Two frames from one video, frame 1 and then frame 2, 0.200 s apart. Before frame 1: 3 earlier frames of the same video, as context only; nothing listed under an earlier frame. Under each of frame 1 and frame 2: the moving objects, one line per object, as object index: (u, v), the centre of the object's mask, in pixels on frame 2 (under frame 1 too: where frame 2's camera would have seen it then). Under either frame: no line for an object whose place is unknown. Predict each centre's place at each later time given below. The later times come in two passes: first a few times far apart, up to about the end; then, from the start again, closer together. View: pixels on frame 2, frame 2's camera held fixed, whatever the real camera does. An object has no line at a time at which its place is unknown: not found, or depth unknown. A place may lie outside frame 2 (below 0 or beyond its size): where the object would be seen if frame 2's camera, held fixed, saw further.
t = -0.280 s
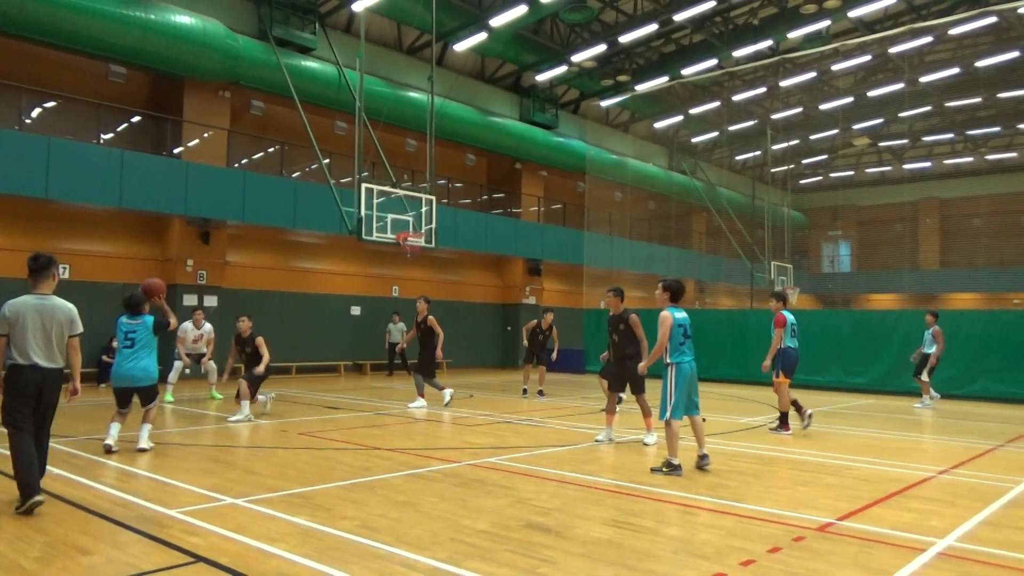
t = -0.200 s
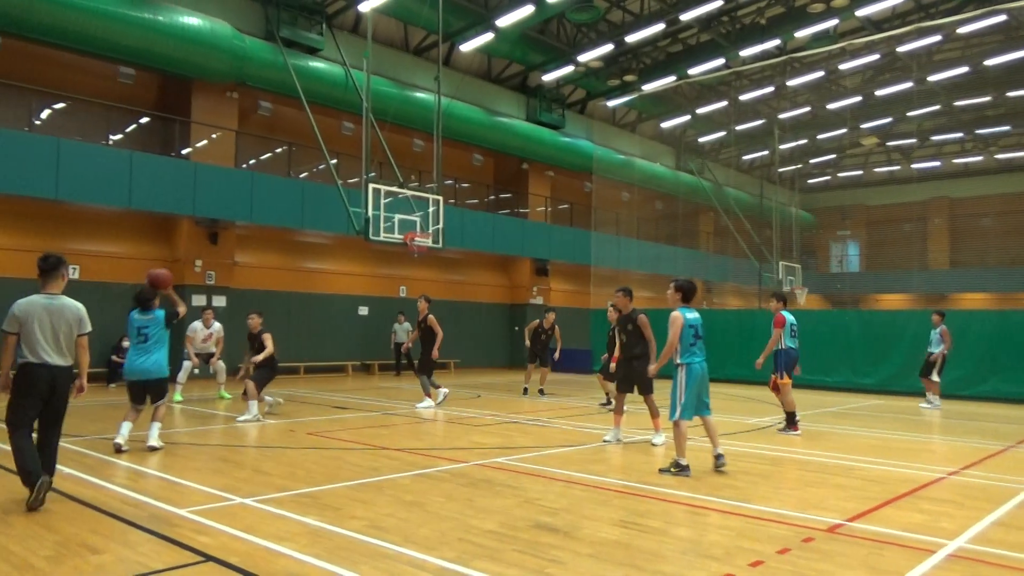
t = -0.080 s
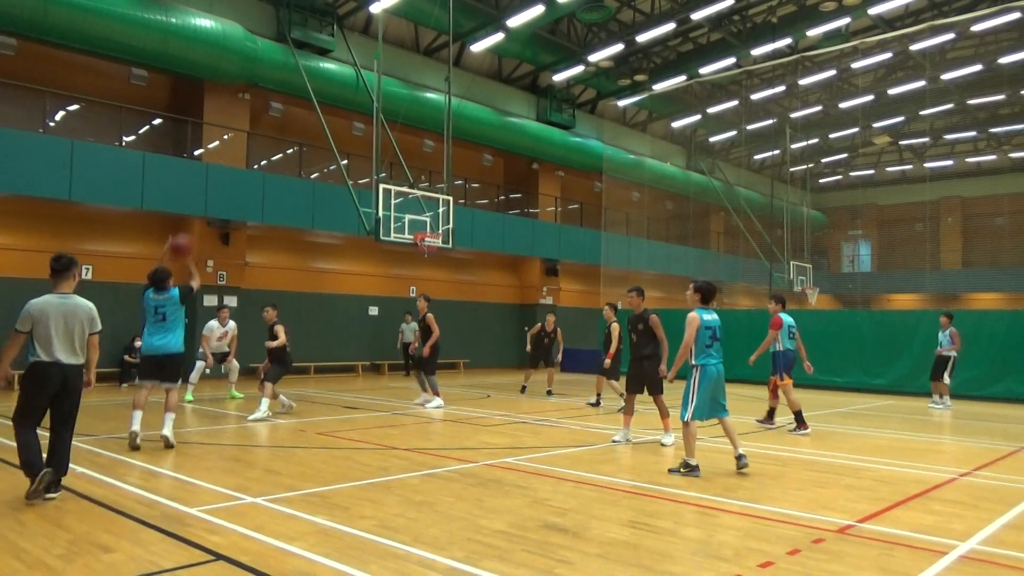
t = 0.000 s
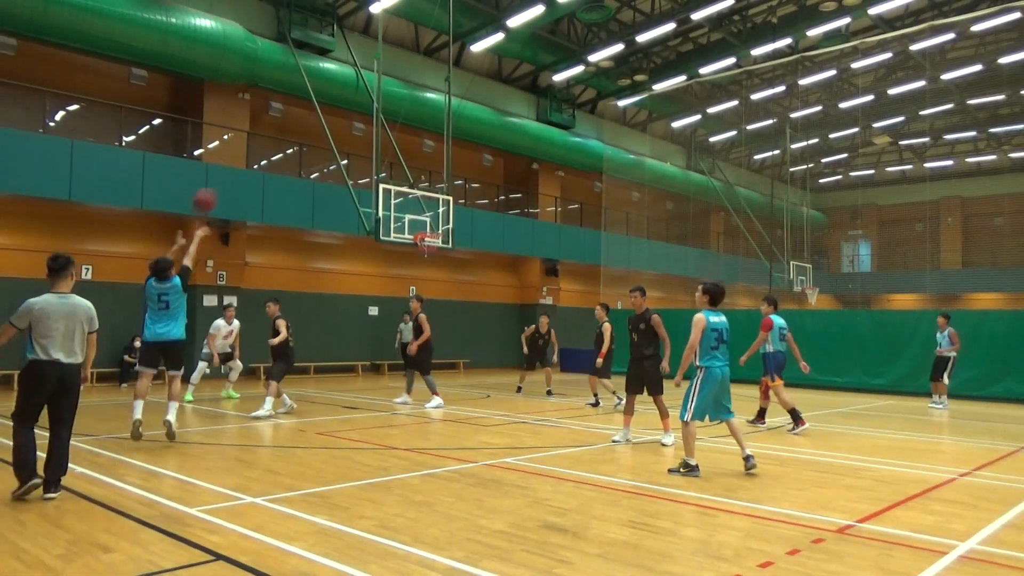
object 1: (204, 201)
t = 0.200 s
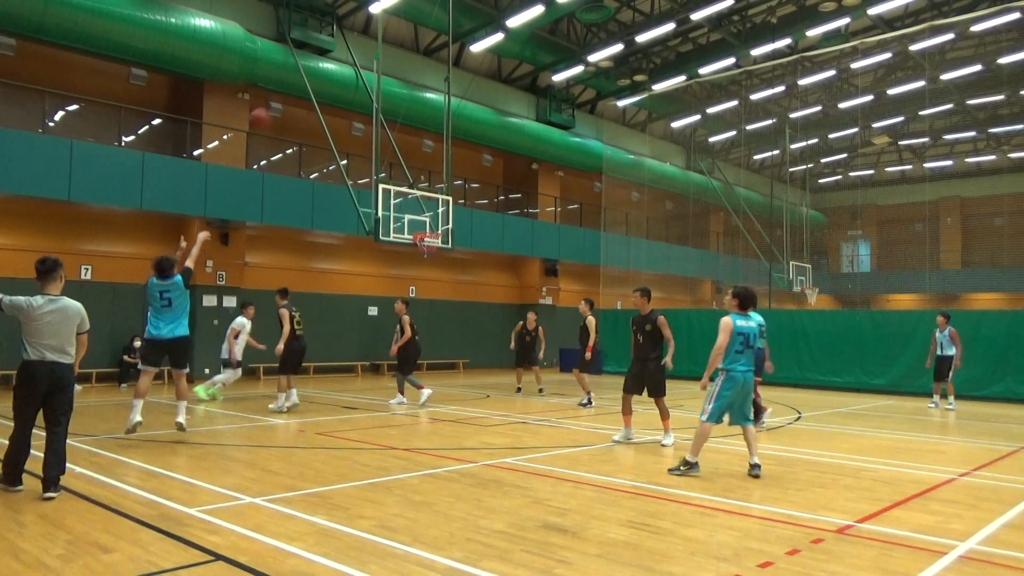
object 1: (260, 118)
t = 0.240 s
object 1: (270, 107)
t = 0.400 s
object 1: (304, 80)
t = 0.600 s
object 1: (340, 74)
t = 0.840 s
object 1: (375, 97)
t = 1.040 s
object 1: (399, 136)
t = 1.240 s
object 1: (420, 194)
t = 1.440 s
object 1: (432, 217)
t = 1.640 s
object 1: (439, 207)
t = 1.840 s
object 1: (447, 218)
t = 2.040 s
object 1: (455, 255)
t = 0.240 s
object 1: (270, 107)
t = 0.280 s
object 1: (279, 98)
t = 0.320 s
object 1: (288, 92)
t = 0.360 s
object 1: (296, 85)
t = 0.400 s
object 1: (304, 80)
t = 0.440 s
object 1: (312, 76)
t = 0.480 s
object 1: (320, 75)
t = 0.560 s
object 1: (333, 73)
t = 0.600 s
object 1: (340, 74)
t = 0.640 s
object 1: (346, 76)
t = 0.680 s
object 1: (352, 79)
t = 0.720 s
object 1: (359, 82)
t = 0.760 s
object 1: (364, 87)
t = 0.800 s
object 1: (370, 91)
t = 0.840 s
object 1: (375, 97)
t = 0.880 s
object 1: (381, 104)
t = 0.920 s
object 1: (385, 112)
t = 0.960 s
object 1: (391, 120)
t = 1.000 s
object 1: (395, 128)
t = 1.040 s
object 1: (399, 136)
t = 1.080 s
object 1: (404, 147)
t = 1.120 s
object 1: (409, 158)
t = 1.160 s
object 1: (413, 170)
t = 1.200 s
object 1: (417, 181)
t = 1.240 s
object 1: (420, 194)
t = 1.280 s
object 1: (423, 208)
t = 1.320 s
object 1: (428, 222)
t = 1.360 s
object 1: (430, 227)
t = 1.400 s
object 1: (431, 222)
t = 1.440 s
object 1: (432, 217)
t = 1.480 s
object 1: (433, 214)
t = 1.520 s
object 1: (435, 211)
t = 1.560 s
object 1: (436, 208)
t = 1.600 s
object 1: (438, 207)
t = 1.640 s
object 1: (439, 207)
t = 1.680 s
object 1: (441, 207)
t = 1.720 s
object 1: (442, 208)
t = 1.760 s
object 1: (444, 211)
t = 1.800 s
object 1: (445, 214)
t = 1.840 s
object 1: (447, 218)
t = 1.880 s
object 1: (449, 224)
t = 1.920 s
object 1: (450, 230)
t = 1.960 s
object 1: (451, 237)
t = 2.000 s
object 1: (453, 246)
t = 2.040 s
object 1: (455, 255)
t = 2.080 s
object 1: (455, 267)
